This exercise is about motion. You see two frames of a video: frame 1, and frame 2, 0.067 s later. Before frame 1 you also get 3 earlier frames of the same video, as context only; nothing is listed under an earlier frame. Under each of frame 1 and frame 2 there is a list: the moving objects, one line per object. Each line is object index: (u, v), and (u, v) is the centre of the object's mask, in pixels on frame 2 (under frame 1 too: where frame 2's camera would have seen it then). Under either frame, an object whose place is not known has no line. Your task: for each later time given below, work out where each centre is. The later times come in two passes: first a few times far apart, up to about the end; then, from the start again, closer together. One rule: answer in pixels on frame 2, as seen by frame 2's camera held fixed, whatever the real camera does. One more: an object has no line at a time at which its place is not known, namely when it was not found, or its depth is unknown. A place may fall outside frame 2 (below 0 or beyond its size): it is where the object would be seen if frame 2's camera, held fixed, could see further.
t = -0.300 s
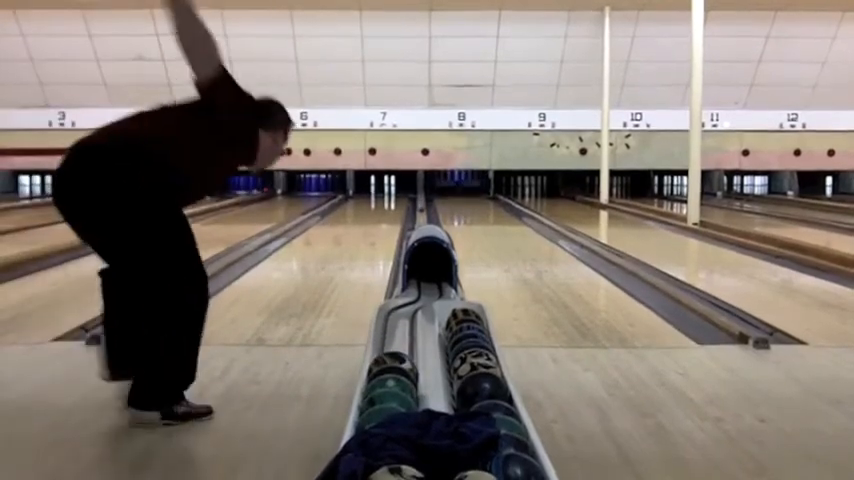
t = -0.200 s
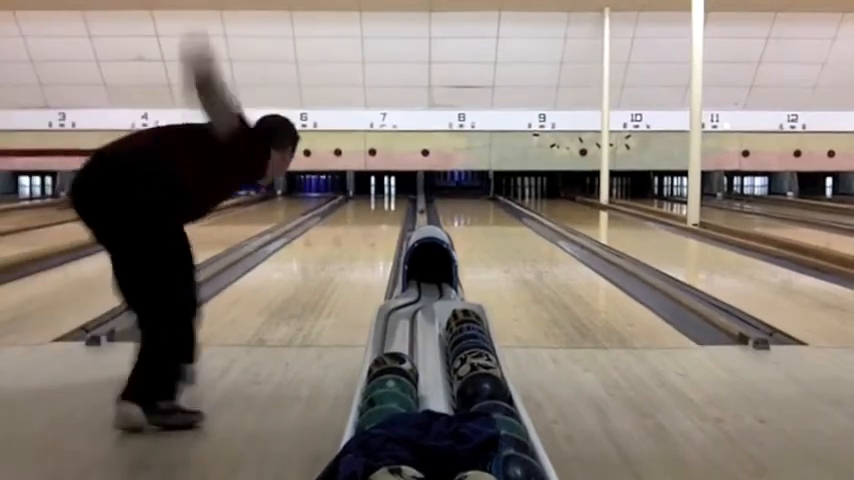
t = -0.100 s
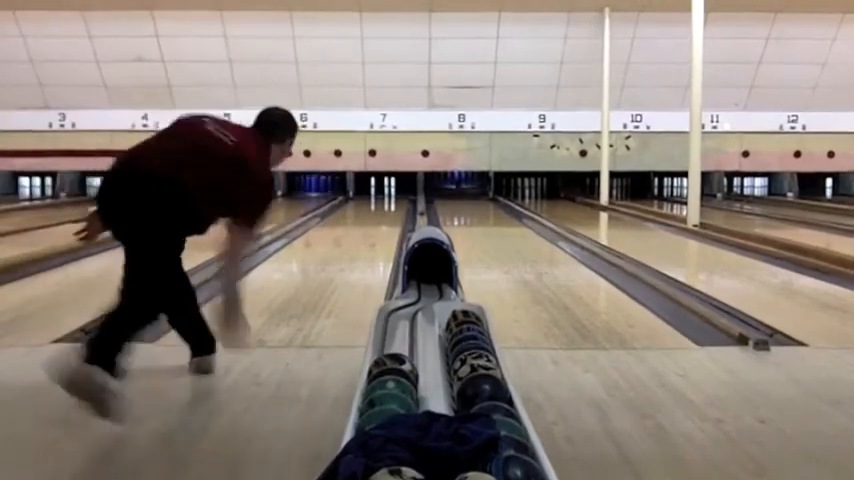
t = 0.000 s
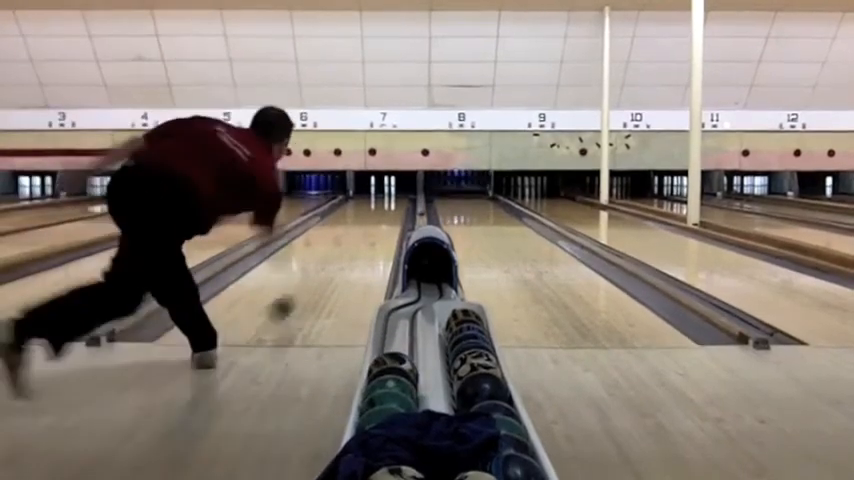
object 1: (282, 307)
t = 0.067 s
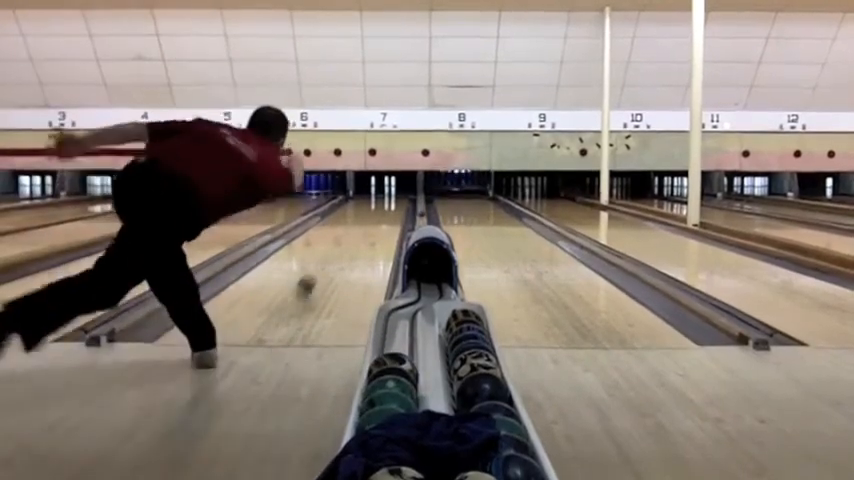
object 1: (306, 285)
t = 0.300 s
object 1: (349, 238)
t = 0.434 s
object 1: (361, 225)
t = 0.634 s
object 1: (373, 211)
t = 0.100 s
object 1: (315, 273)
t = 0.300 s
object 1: (349, 238)
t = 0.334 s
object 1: (352, 235)
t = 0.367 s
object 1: (356, 231)
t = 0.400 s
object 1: (359, 228)
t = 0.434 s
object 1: (361, 225)
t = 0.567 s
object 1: (372, 216)
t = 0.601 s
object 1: (372, 214)
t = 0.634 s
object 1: (373, 211)
